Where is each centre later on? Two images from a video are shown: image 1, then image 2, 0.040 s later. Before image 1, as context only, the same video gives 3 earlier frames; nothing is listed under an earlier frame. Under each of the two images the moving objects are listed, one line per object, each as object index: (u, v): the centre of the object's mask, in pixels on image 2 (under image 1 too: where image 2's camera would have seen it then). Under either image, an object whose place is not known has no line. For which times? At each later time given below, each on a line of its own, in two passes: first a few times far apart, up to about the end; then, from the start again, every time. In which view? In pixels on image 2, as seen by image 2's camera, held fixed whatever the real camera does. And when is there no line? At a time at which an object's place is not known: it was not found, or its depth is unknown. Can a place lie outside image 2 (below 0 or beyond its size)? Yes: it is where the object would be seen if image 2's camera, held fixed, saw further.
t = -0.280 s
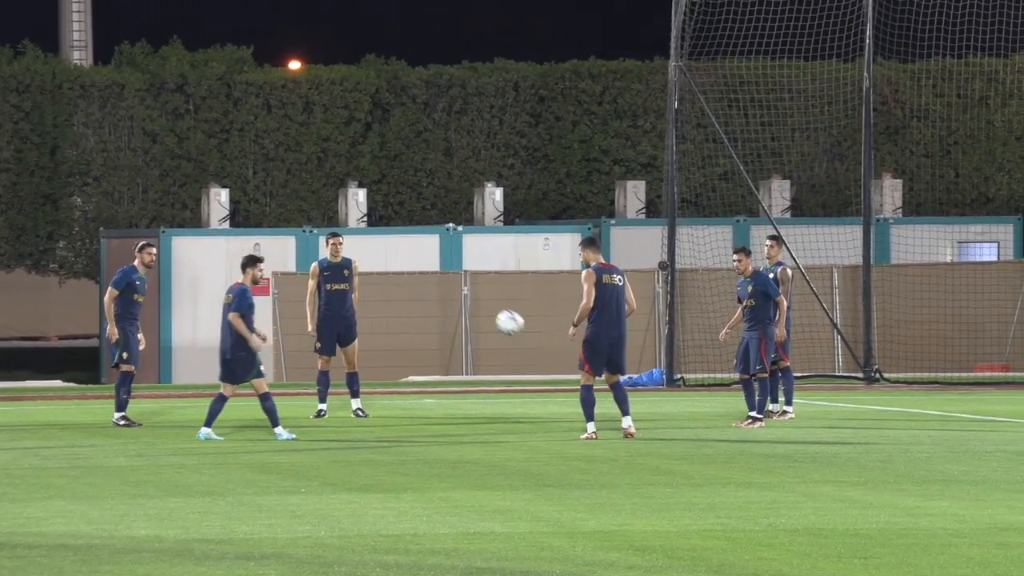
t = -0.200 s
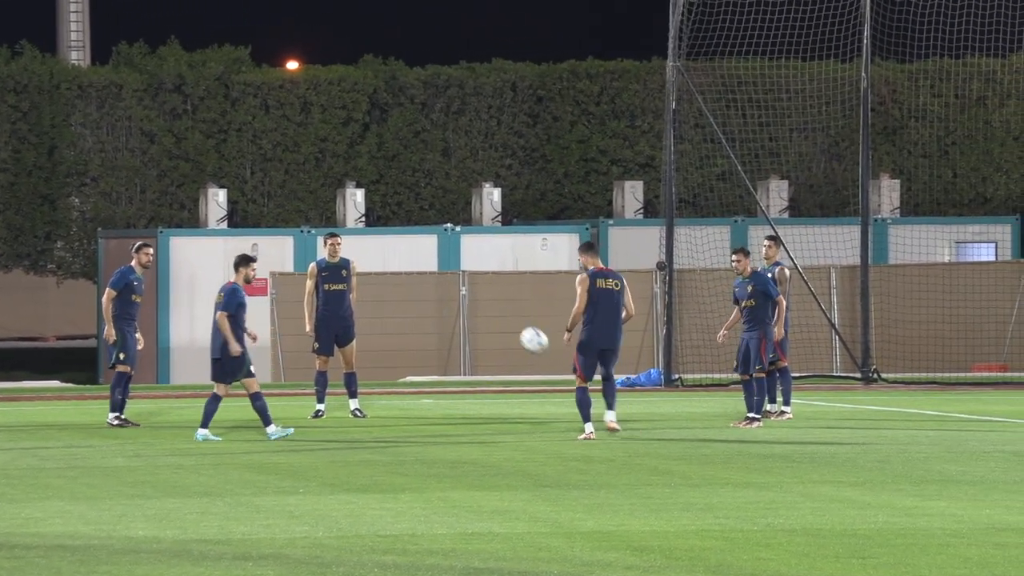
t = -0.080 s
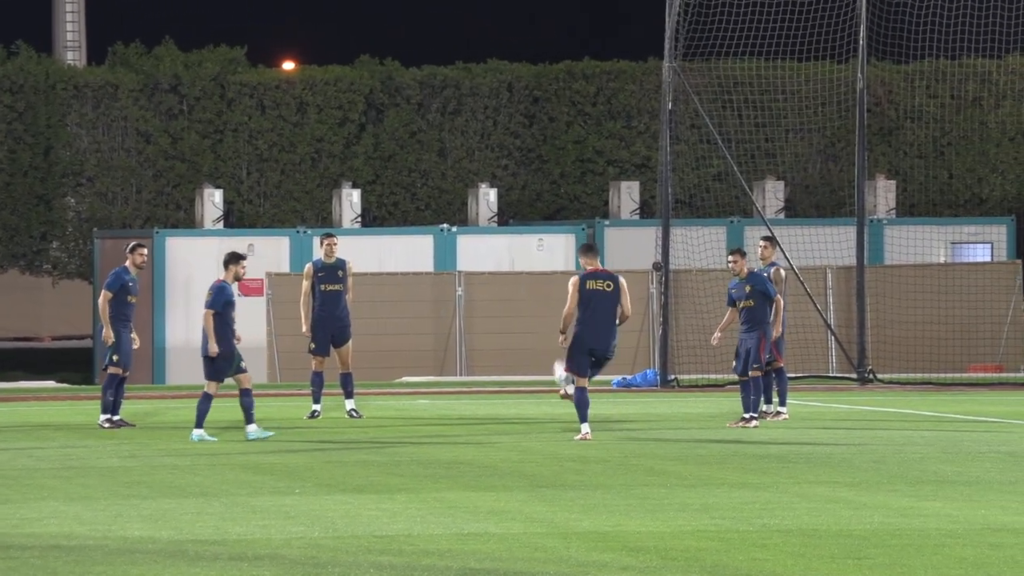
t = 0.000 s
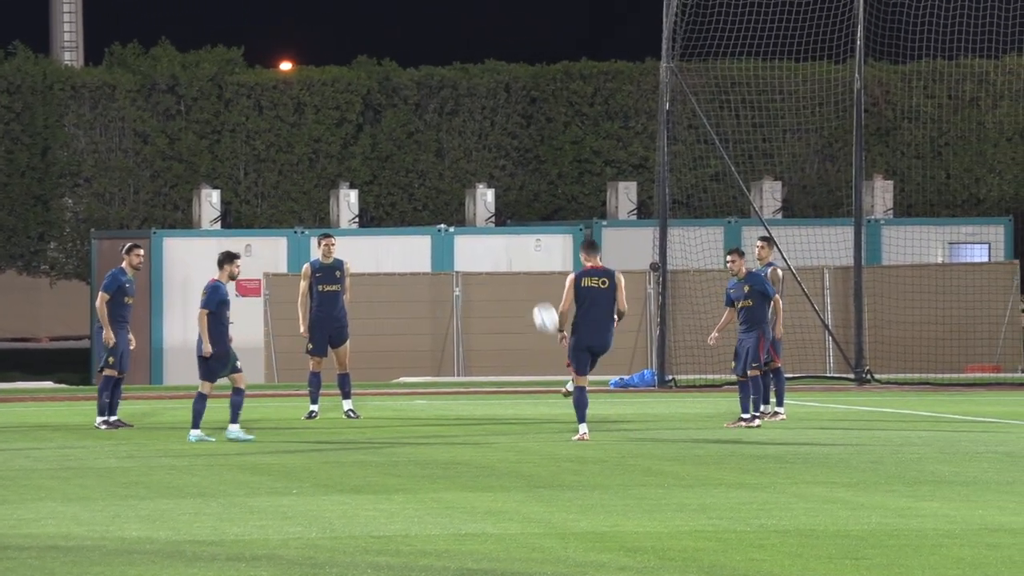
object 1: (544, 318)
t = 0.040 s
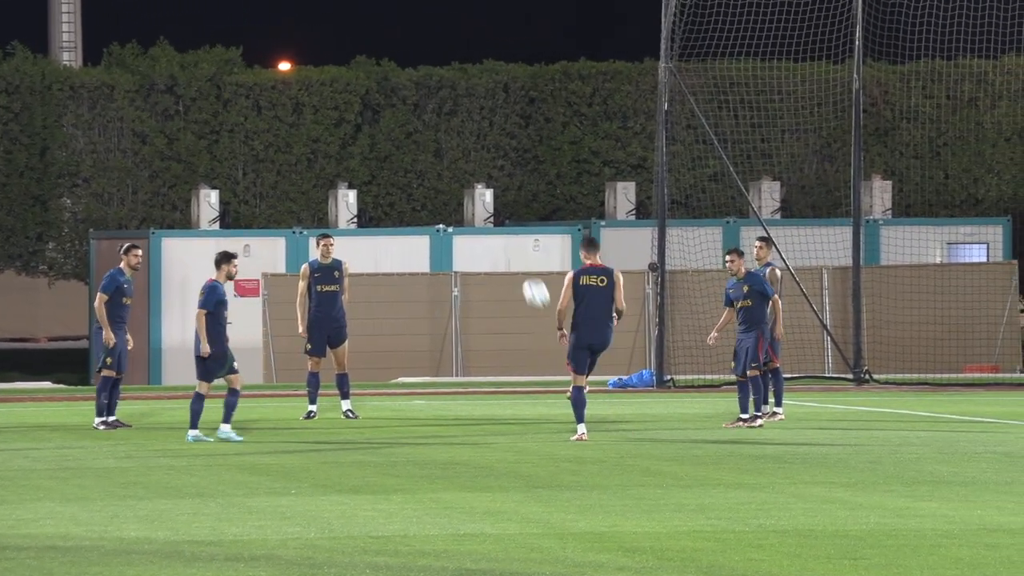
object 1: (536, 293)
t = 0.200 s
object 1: (501, 210)
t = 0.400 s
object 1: (458, 146)
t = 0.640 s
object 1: (411, 126)
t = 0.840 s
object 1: (373, 156)
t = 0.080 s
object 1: (527, 269)
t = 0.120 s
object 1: (518, 249)
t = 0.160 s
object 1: (509, 228)
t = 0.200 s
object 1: (501, 210)
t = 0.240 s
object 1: (492, 193)
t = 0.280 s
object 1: (483, 178)
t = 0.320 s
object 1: (474, 166)
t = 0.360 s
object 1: (466, 155)
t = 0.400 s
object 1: (458, 146)
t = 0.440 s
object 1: (450, 139)
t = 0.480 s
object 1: (442, 133)
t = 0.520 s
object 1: (434, 129)
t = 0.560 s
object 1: (426, 126)
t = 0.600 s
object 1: (418, 126)
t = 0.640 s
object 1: (411, 126)
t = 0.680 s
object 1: (403, 129)
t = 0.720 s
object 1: (395, 133)
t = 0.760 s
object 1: (387, 139)
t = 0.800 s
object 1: (380, 147)
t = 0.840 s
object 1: (373, 156)
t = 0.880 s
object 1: (365, 166)
